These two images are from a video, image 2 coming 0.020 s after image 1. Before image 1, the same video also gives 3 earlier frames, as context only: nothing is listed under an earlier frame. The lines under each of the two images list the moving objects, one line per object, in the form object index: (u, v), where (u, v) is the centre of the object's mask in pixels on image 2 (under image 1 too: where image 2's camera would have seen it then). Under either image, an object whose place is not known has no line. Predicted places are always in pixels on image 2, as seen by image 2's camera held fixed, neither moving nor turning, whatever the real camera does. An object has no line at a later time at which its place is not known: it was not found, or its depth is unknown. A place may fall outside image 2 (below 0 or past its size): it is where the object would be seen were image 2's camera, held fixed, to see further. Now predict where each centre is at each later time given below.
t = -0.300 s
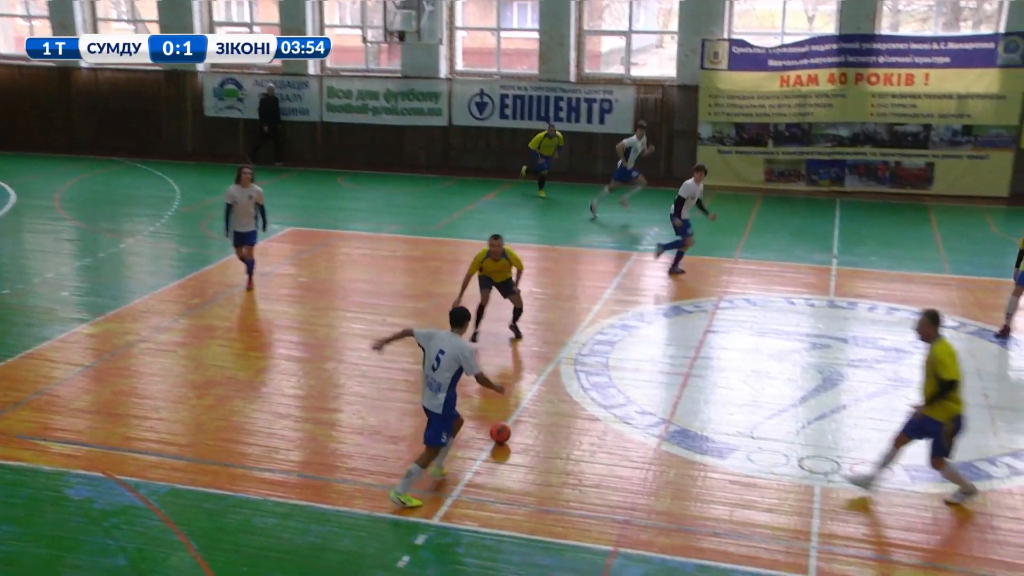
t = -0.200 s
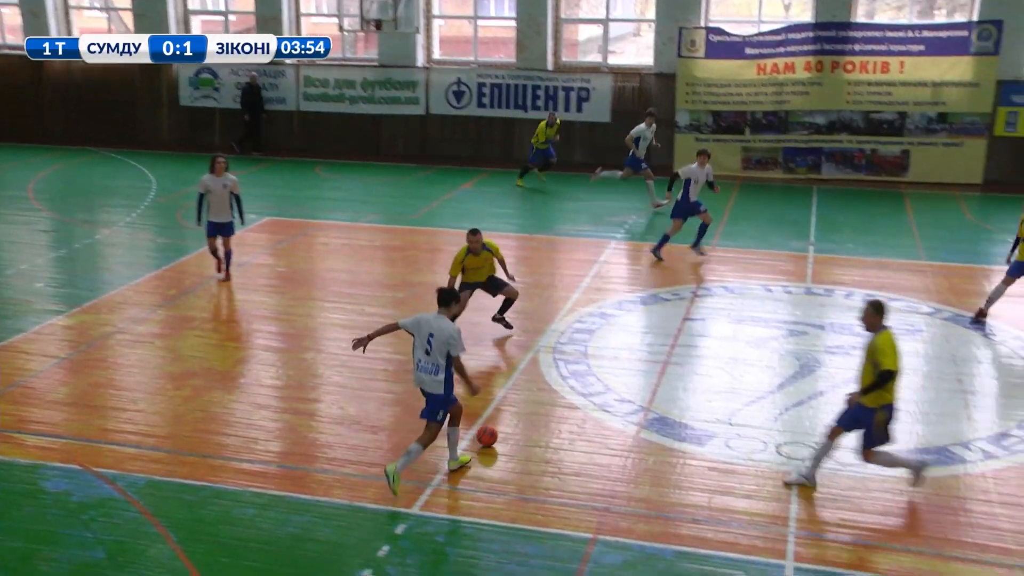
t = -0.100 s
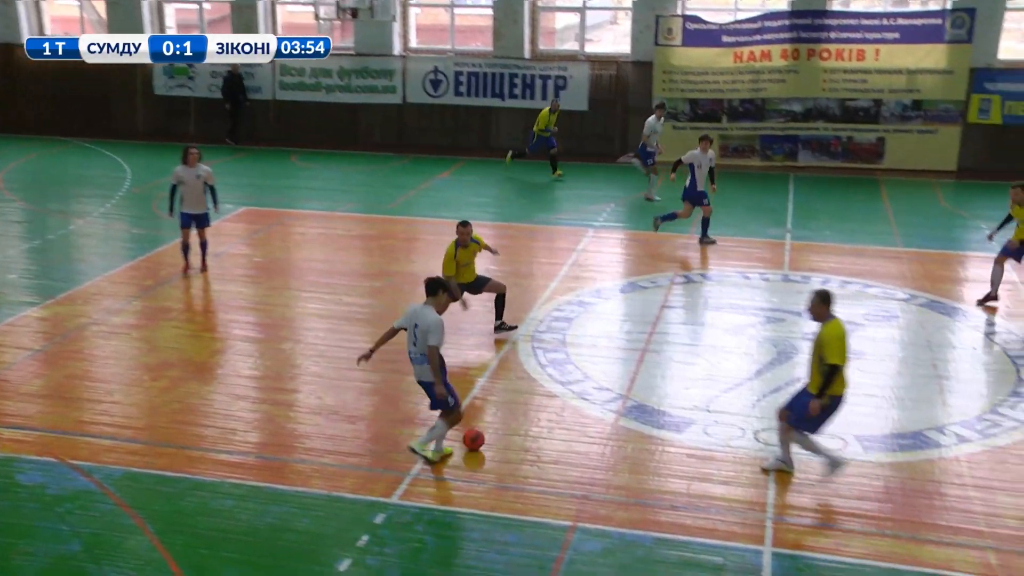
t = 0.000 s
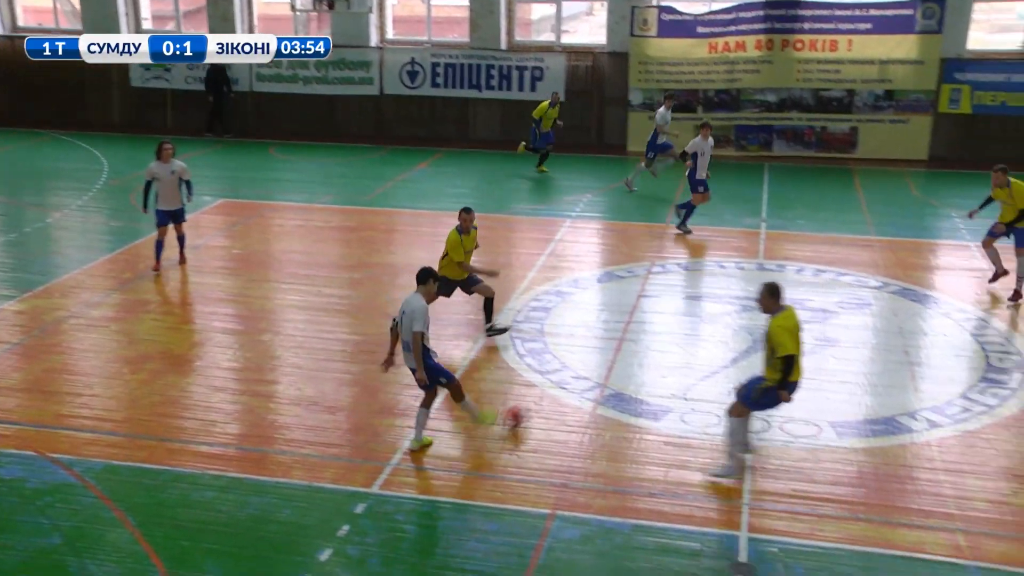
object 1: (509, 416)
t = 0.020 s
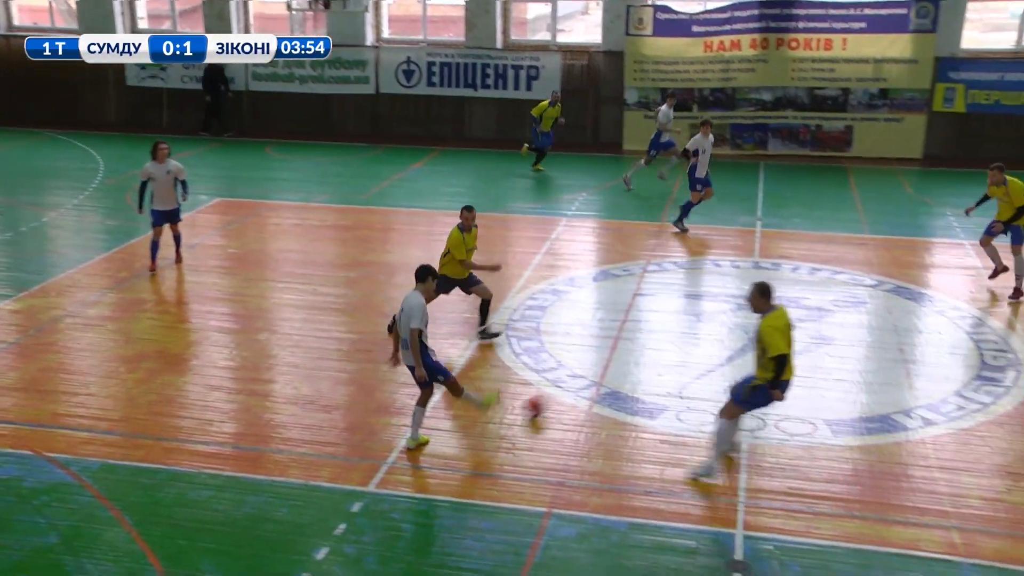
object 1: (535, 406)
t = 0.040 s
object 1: (558, 398)
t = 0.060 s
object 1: (579, 391)
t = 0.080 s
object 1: (599, 385)
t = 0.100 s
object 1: (619, 377)
